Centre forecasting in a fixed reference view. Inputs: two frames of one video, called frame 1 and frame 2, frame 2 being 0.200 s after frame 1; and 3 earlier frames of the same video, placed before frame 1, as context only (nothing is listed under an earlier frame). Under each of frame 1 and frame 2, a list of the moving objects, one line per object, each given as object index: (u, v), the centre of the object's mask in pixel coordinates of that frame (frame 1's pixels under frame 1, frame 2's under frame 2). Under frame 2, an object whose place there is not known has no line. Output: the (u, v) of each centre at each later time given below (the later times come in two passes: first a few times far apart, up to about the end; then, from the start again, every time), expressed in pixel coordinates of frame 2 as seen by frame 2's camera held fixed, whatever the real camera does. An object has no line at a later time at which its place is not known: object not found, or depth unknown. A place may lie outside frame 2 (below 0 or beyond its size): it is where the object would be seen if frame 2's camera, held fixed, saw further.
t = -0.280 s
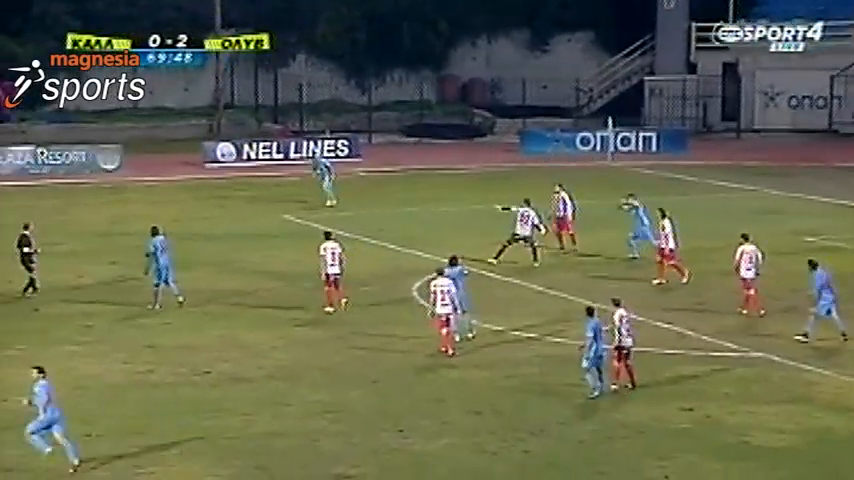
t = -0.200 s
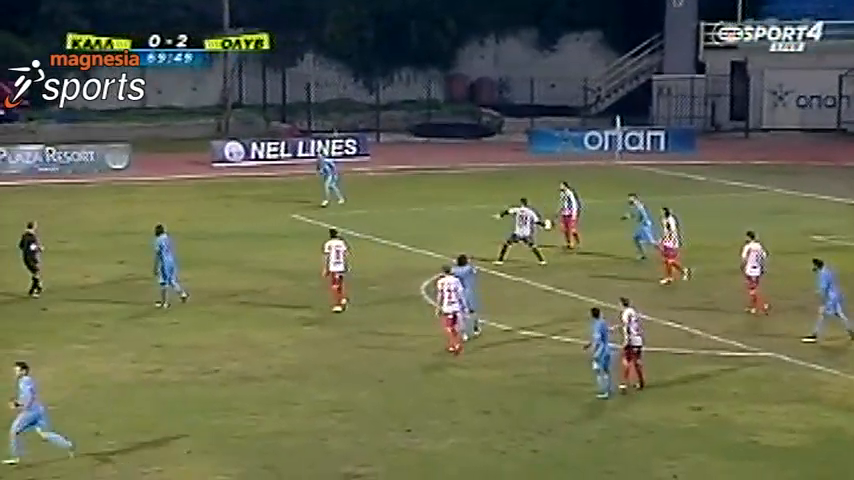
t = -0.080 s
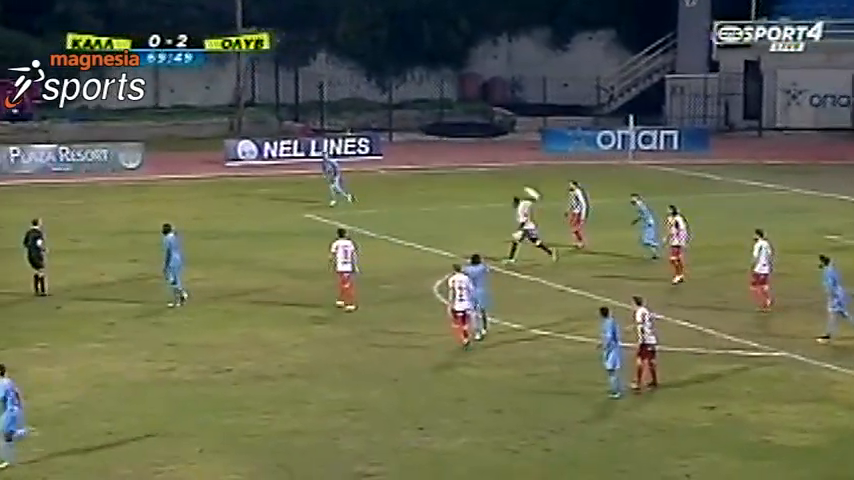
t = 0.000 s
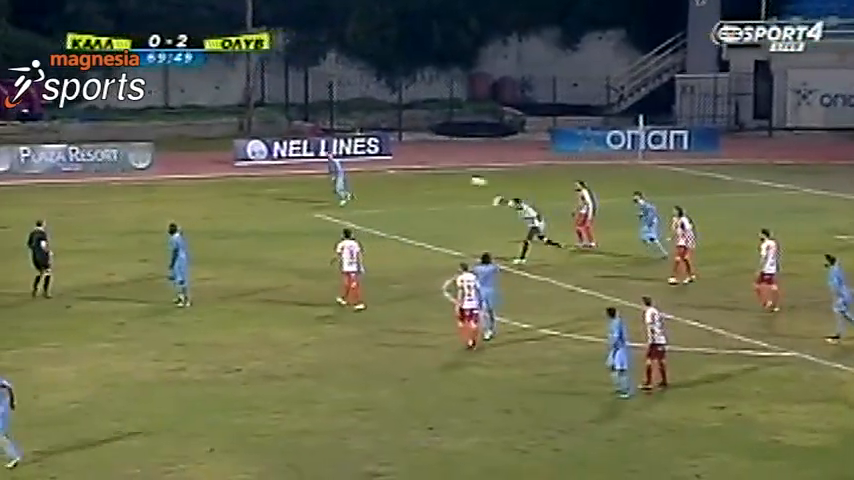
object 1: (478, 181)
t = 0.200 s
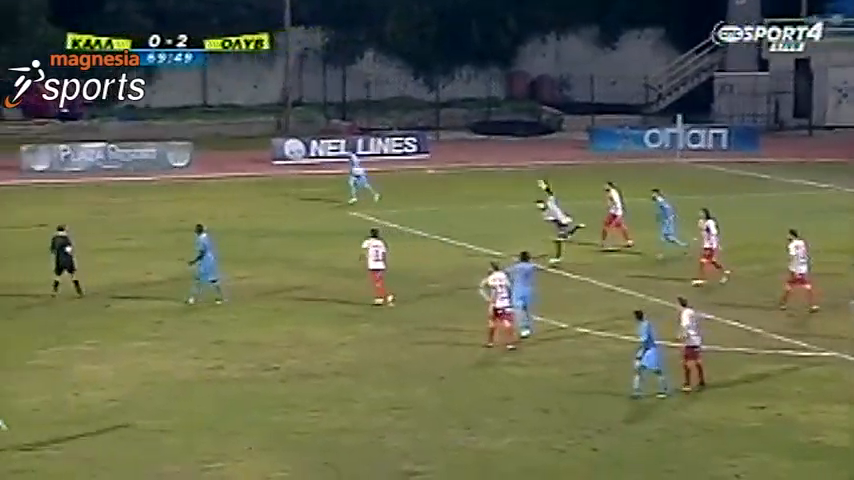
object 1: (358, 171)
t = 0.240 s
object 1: (327, 169)
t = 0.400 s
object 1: (207, 167)
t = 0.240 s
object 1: (327, 169)
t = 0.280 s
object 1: (296, 168)
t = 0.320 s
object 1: (266, 167)
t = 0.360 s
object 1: (237, 168)
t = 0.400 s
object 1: (207, 167)
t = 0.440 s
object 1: (178, 167)
